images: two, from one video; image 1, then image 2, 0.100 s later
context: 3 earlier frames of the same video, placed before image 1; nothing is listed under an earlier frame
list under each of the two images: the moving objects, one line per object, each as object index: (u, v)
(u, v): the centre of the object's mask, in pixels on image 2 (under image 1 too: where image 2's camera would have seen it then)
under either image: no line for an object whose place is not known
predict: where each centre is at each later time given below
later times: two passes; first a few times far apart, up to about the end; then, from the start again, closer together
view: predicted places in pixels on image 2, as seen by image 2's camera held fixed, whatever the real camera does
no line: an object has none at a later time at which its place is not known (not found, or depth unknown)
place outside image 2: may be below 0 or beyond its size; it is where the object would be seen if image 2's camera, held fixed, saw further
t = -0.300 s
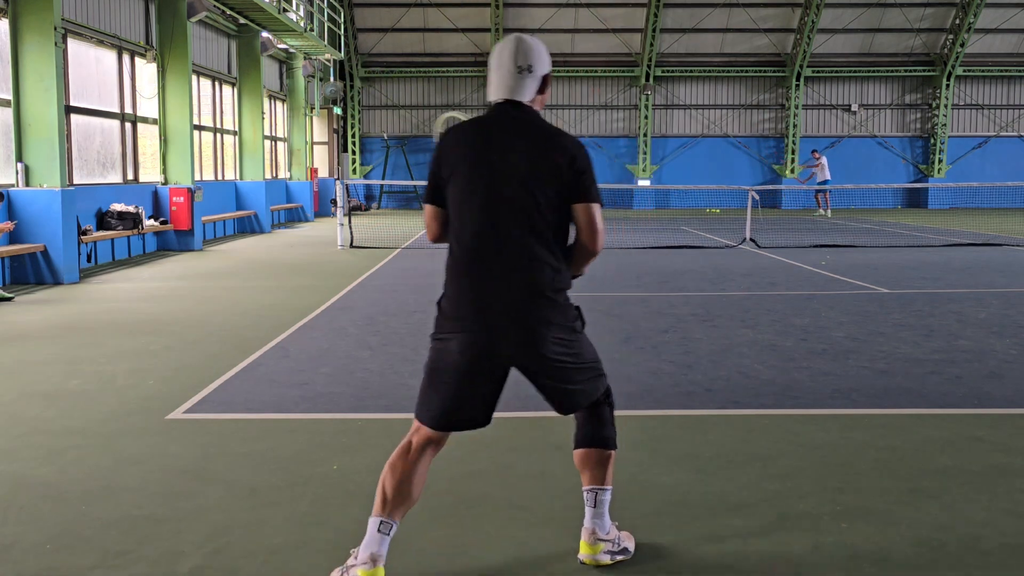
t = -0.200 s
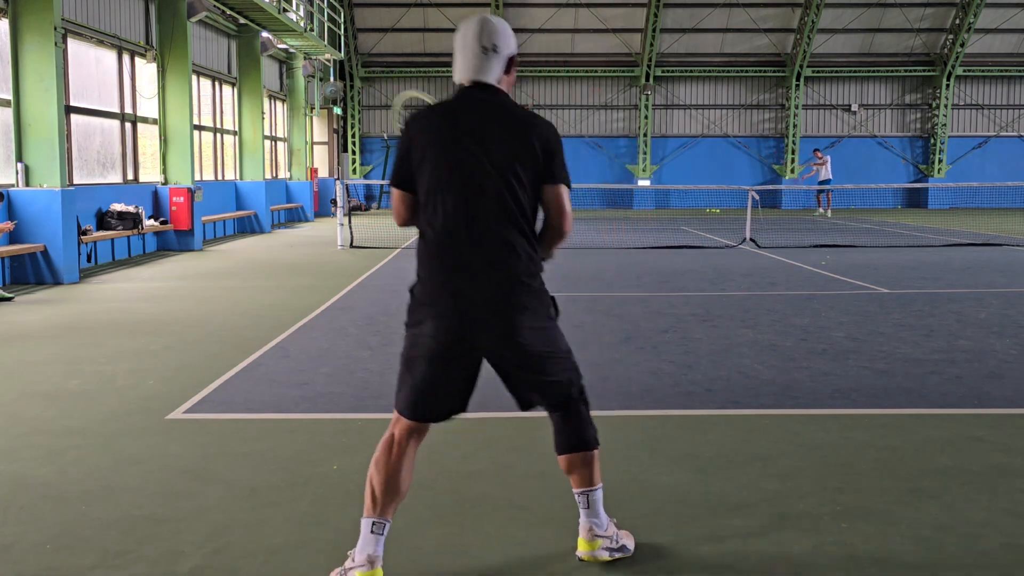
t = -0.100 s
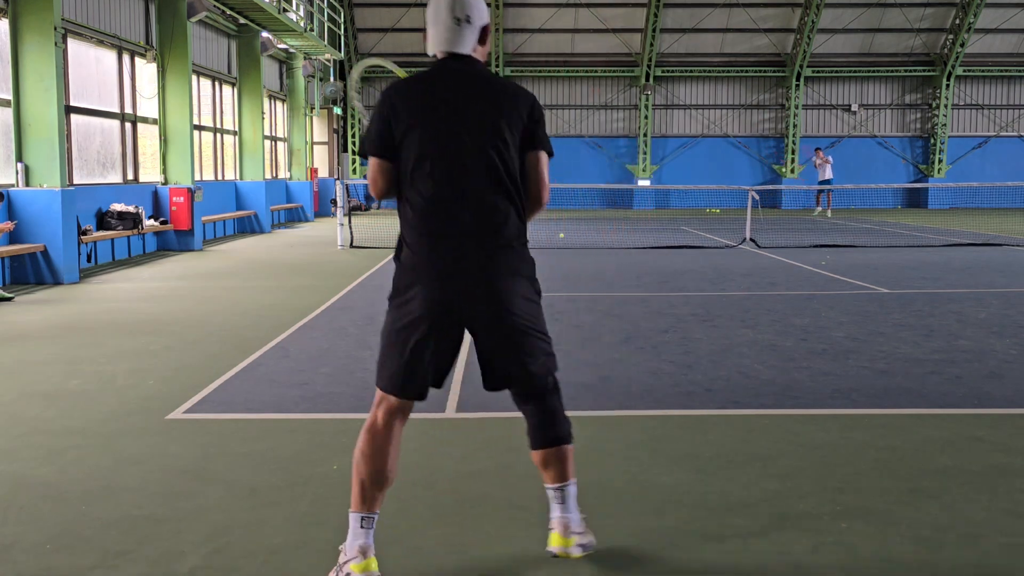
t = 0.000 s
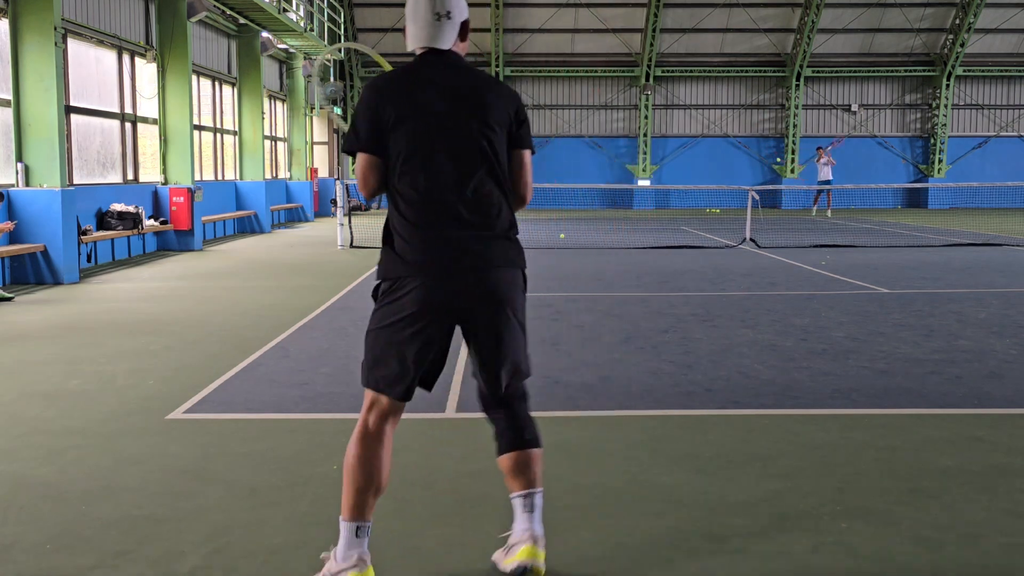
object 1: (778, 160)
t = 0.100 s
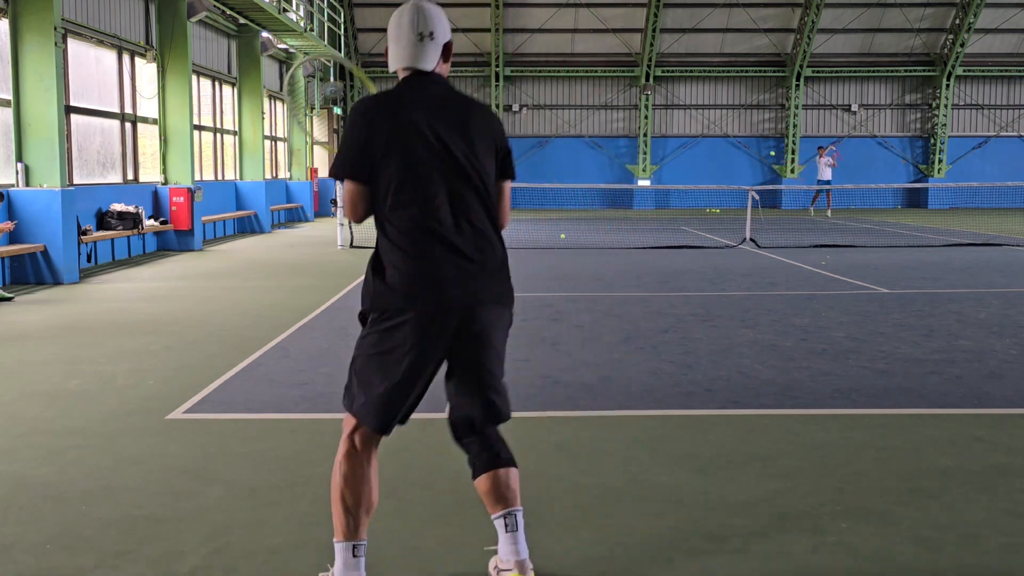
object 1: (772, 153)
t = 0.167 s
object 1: (767, 151)
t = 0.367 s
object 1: (748, 166)
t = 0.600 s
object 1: (711, 246)
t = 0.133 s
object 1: (770, 152)
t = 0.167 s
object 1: (767, 151)
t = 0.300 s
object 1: (756, 157)
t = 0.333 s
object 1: (752, 161)
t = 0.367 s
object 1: (748, 166)
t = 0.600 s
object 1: (711, 246)
